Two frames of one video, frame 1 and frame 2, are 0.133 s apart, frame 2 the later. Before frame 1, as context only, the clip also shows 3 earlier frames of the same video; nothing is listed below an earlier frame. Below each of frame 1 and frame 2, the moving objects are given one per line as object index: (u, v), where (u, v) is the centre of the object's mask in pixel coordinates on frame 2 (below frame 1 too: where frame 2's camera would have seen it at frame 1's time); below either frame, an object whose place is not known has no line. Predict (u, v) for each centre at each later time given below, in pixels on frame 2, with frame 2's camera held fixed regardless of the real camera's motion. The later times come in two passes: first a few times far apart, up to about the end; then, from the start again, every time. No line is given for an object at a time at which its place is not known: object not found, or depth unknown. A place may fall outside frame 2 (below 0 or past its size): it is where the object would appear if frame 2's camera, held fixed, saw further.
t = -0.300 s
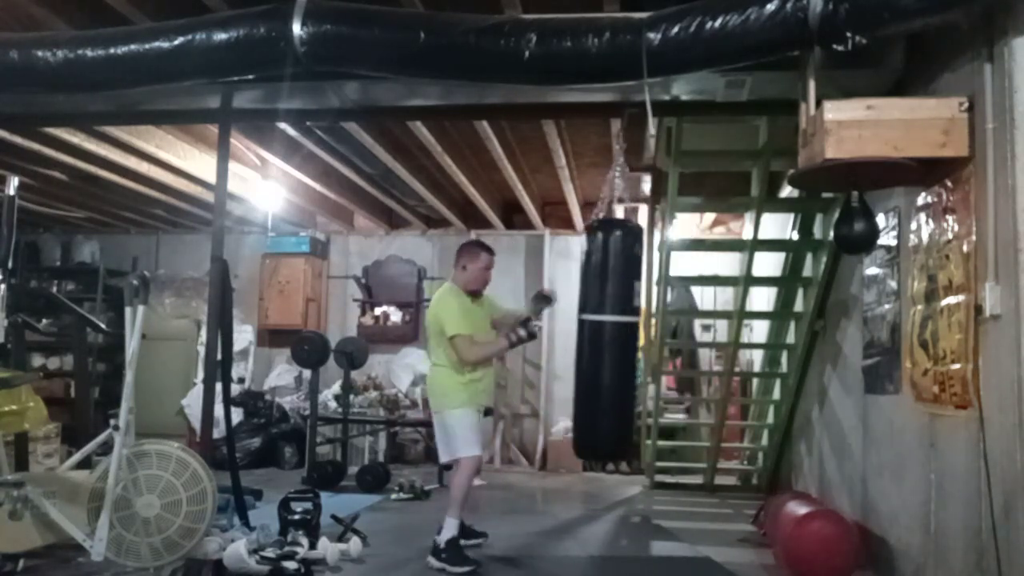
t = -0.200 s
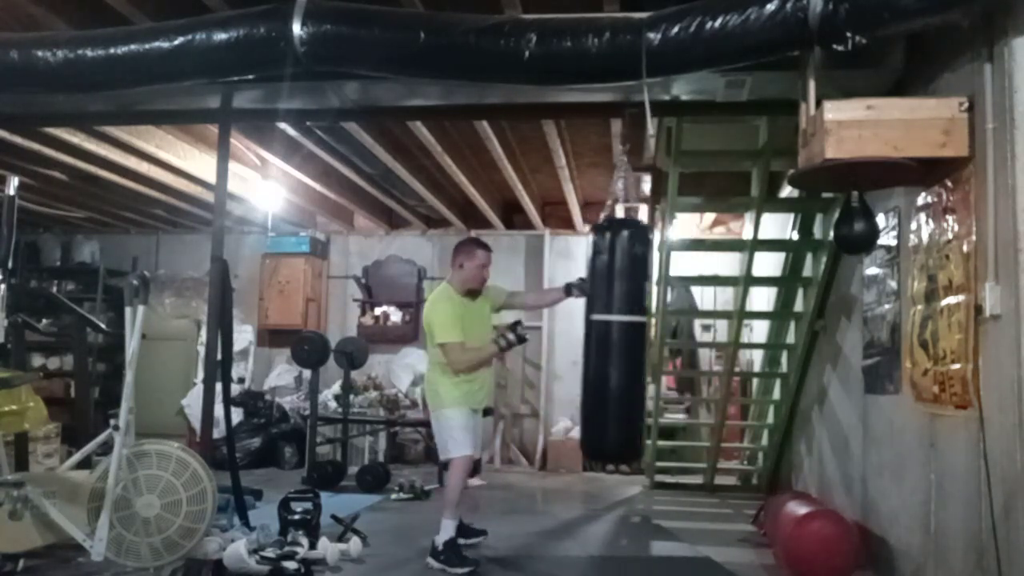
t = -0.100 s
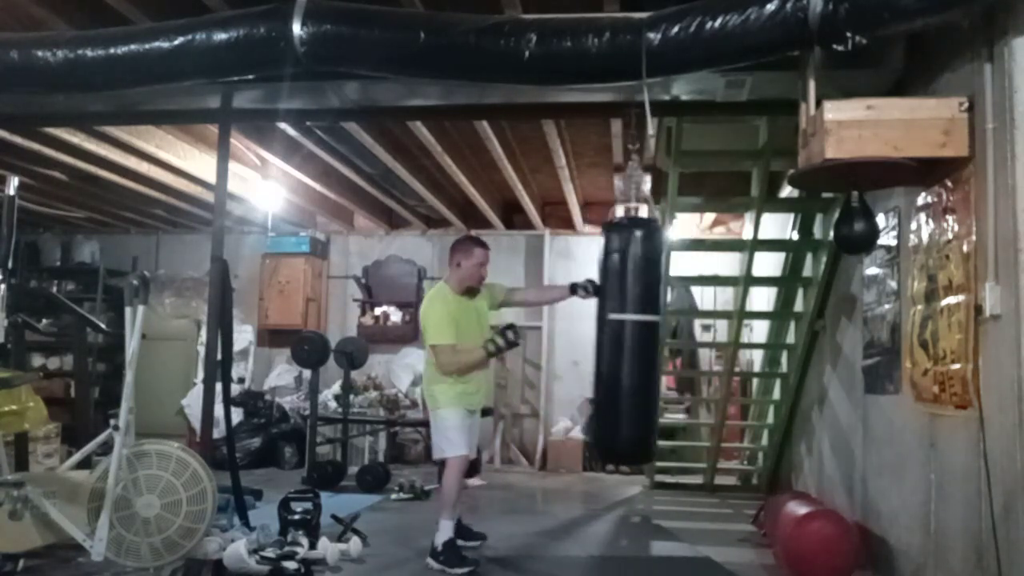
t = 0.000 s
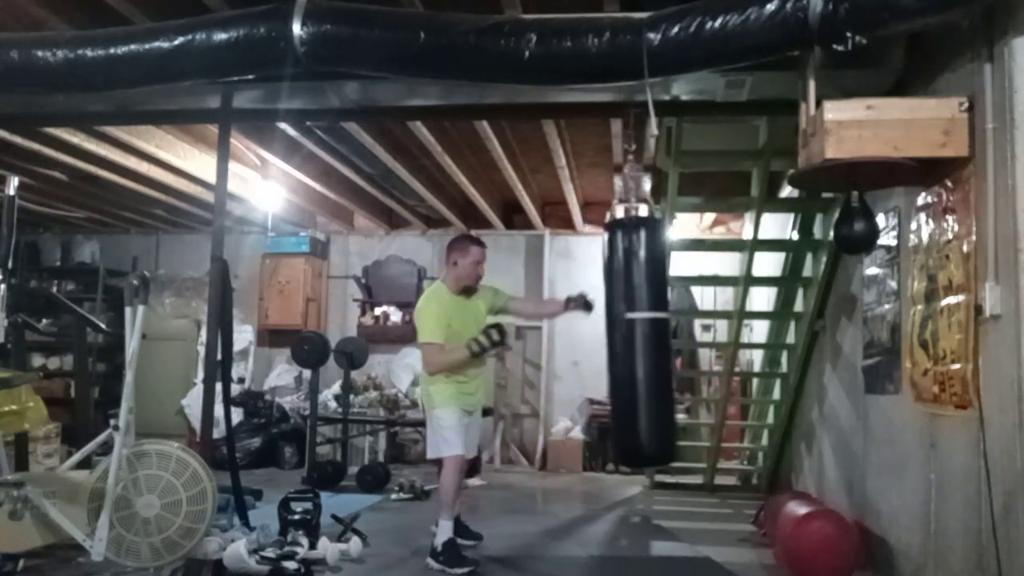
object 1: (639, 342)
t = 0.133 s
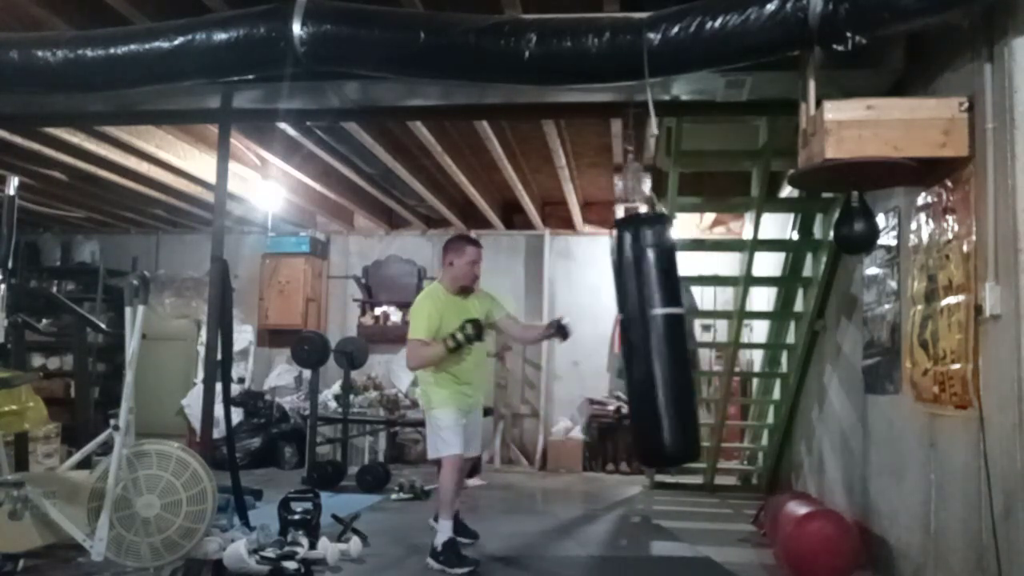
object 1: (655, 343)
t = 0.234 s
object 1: (664, 341)
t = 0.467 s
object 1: (673, 340)
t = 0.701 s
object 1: (662, 341)
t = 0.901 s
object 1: (641, 342)
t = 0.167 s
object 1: (658, 342)
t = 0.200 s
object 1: (661, 342)
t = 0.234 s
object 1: (664, 341)
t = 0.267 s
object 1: (666, 340)
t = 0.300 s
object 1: (668, 340)
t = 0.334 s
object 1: (670, 340)
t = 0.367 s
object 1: (671, 340)
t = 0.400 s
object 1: (672, 340)
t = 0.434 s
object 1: (672, 339)
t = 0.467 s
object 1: (673, 340)
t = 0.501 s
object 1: (672, 340)
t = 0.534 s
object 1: (672, 340)
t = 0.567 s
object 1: (670, 340)
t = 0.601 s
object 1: (669, 340)
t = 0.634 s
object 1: (667, 340)
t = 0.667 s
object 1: (665, 341)
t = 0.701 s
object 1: (662, 341)
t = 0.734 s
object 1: (660, 342)
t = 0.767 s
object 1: (657, 342)
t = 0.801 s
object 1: (653, 342)
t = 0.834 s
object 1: (649, 342)
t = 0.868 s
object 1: (645, 343)
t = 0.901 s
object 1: (641, 342)
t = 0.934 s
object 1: (637, 342)
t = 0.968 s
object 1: (633, 342)
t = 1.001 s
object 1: (629, 343)
